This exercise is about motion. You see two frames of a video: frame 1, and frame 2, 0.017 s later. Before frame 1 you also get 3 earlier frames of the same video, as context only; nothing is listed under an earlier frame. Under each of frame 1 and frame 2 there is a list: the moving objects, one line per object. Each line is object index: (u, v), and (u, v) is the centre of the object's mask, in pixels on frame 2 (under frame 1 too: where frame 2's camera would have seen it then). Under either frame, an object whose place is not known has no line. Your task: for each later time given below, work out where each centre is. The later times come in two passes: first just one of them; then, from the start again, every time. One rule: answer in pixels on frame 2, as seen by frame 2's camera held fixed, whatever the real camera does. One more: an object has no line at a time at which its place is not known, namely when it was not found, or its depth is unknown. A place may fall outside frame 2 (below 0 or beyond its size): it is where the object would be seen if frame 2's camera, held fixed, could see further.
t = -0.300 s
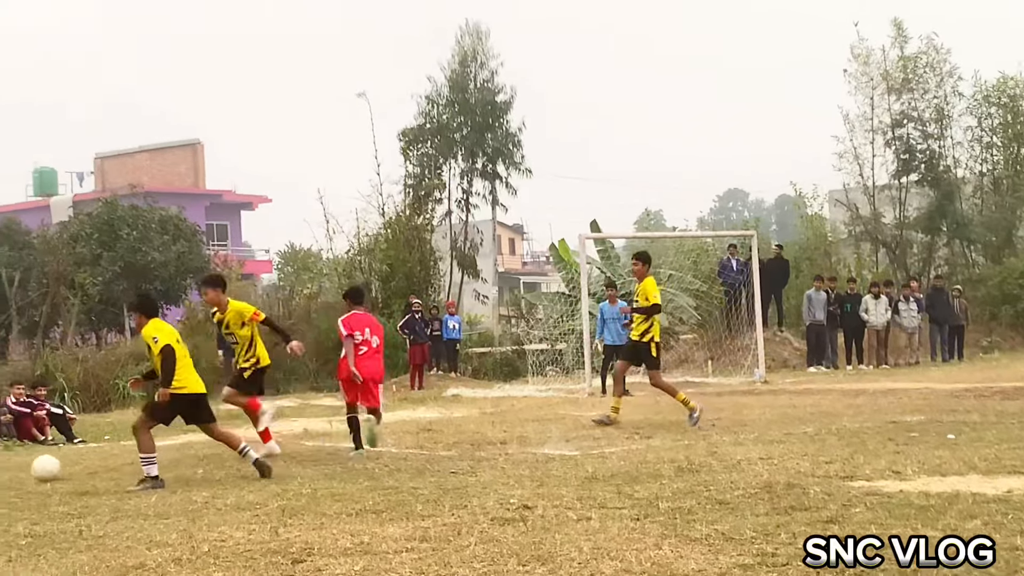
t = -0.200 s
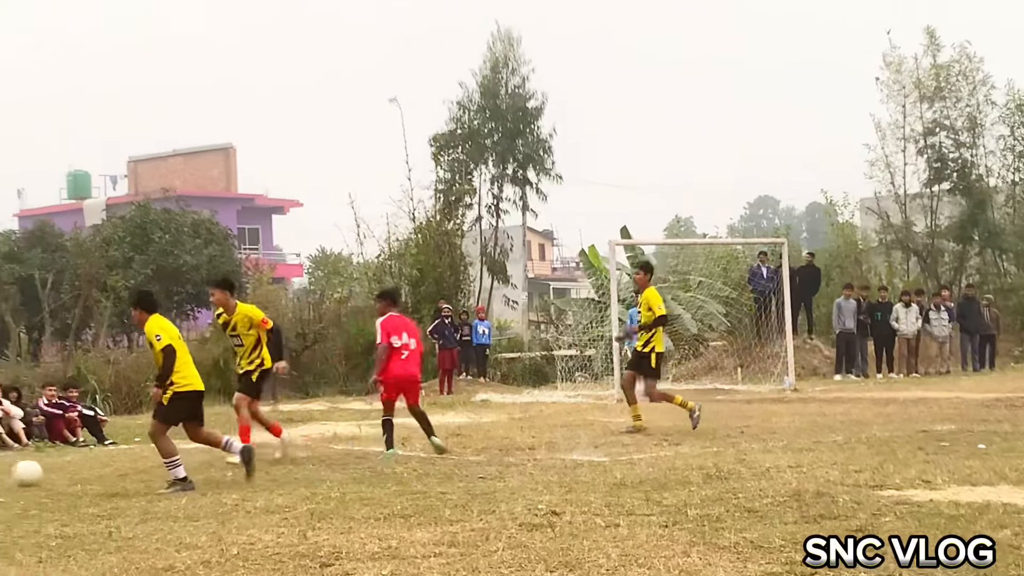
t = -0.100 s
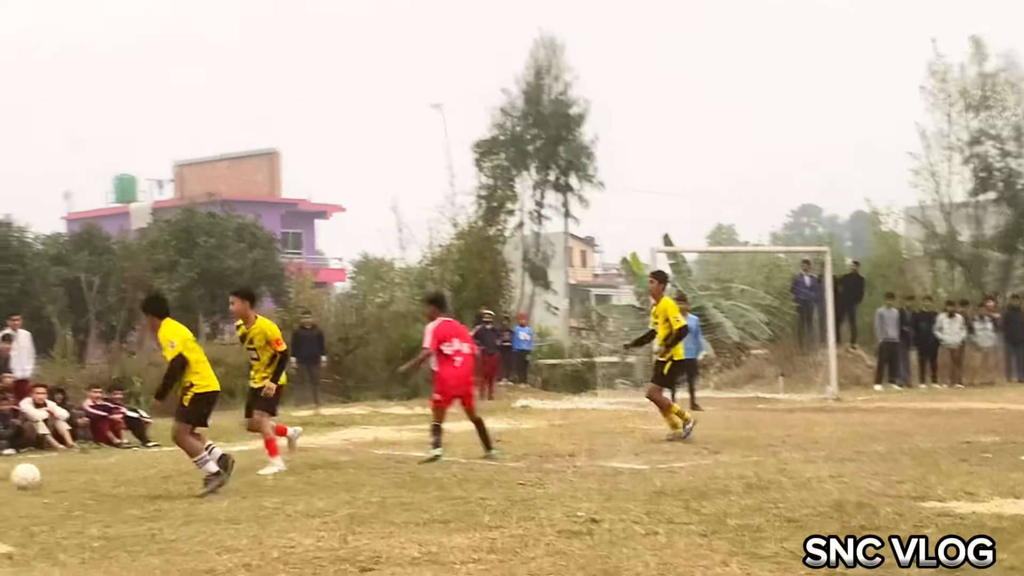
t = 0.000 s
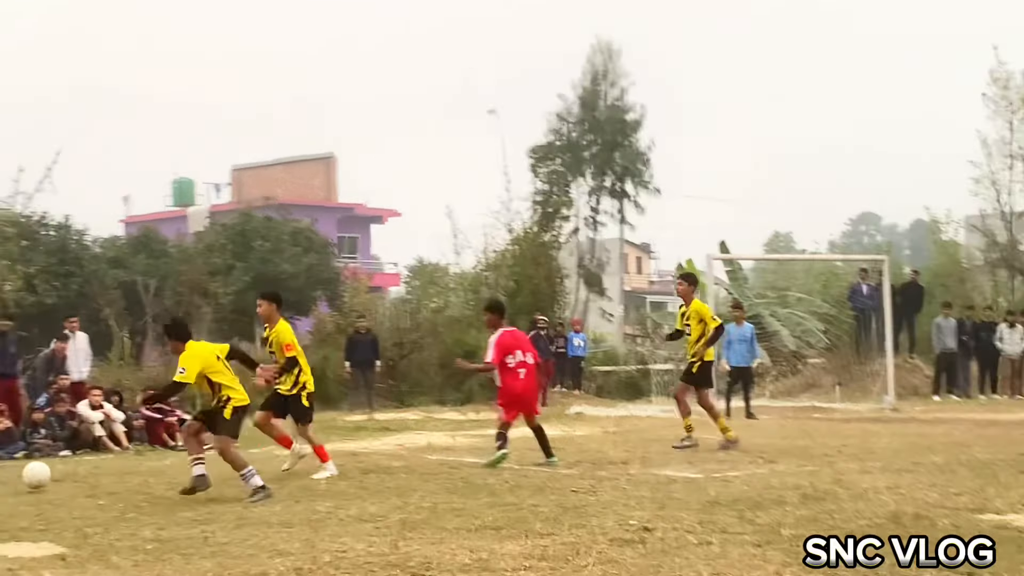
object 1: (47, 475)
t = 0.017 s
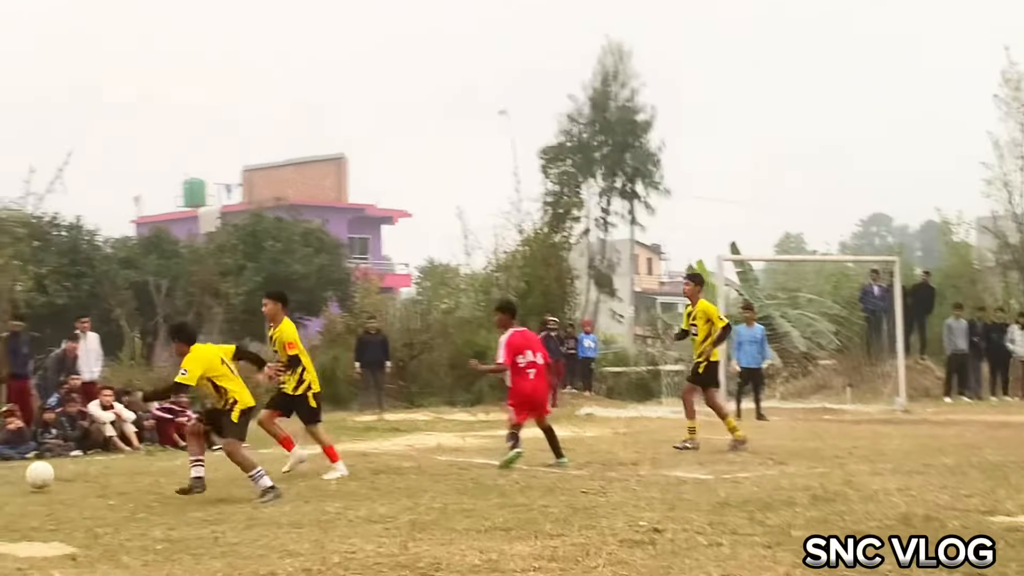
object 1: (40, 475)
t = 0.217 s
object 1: (-57, 486)
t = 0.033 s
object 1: (31, 475)
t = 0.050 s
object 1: (24, 475)
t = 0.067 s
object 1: (15, 476)
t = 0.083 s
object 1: (8, 478)
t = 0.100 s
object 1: (0, 480)
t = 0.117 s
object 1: (-8, 481)
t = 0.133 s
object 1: (-16, 483)
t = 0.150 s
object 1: (-23, 484)
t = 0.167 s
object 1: (-33, 484)
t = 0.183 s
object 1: (-41, 484)
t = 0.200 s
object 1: (-48, 486)
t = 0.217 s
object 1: (-57, 486)
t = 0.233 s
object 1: (-65, 487)
